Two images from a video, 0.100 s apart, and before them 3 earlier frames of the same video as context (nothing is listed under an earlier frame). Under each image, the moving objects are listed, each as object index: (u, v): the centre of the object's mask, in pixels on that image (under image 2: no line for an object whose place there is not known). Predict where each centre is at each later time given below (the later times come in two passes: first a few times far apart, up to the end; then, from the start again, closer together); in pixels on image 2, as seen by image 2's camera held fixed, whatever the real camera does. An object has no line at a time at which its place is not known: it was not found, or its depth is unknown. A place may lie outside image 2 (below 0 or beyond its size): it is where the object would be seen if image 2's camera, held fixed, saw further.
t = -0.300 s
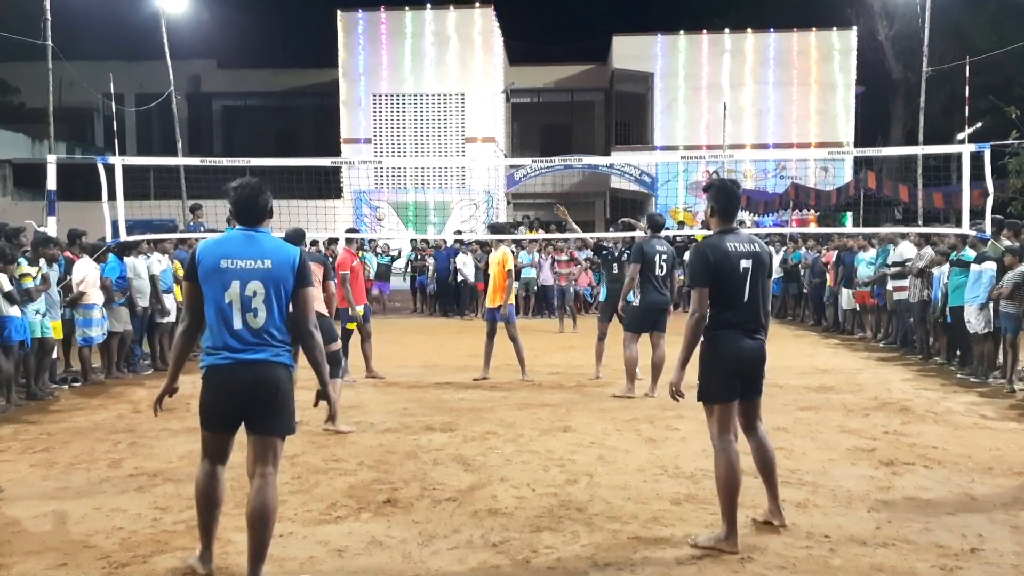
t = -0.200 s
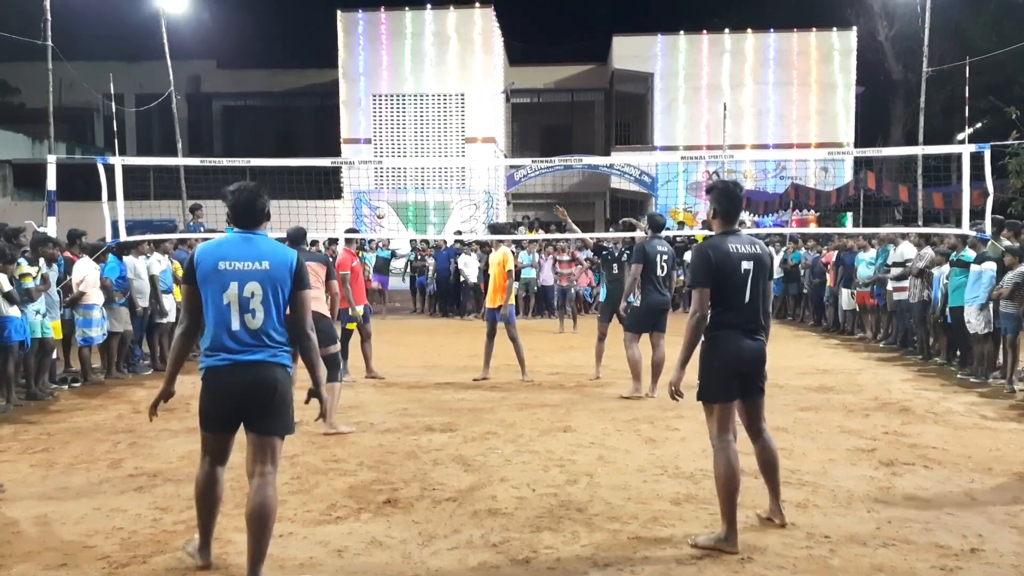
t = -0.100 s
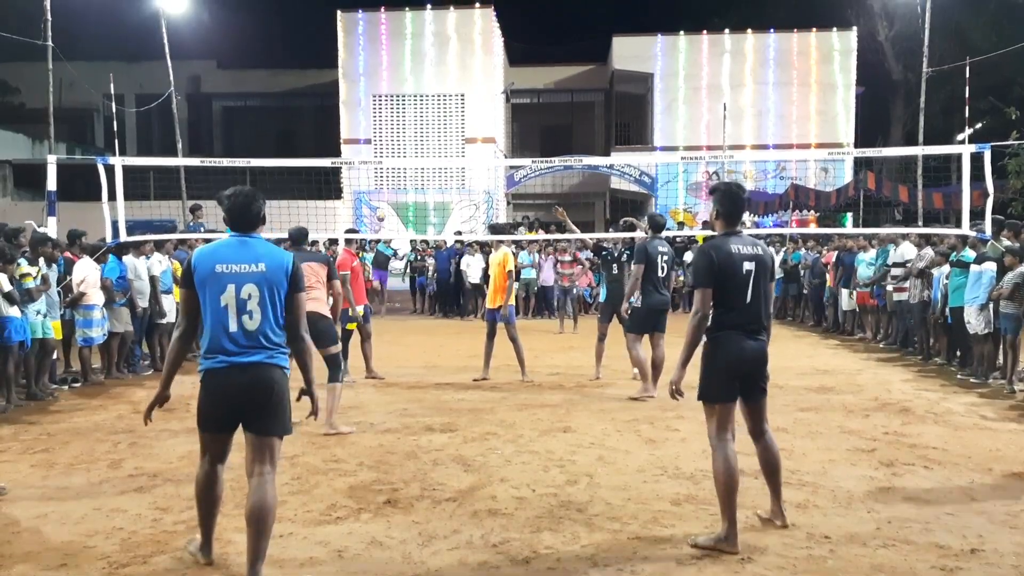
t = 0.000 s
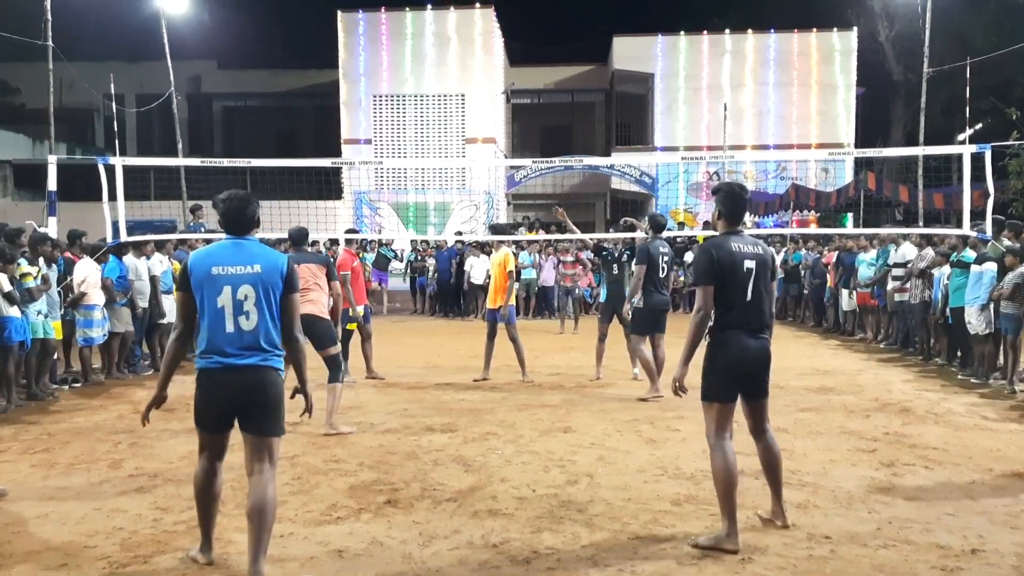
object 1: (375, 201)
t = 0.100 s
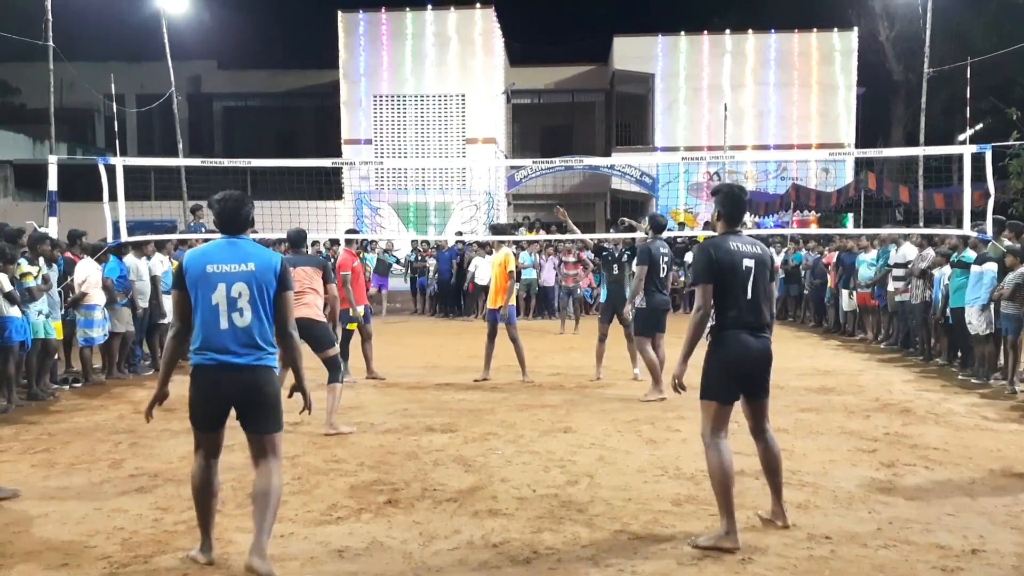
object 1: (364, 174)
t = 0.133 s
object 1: (361, 169)
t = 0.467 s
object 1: (318, 98)
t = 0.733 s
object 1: (256, 77)
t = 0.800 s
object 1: (231, 82)
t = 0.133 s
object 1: (361, 169)
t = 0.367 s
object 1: (332, 117)
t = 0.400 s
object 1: (328, 110)
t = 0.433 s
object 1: (323, 104)
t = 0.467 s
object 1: (318, 98)
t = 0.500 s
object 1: (312, 93)
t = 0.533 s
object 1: (306, 88)
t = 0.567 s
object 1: (299, 84)
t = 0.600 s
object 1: (292, 80)
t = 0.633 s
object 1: (285, 78)
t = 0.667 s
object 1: (276, 77)
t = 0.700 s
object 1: (266, 76)
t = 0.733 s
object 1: (256, 77)
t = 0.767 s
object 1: (244, 78)
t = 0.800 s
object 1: (231, 82)
